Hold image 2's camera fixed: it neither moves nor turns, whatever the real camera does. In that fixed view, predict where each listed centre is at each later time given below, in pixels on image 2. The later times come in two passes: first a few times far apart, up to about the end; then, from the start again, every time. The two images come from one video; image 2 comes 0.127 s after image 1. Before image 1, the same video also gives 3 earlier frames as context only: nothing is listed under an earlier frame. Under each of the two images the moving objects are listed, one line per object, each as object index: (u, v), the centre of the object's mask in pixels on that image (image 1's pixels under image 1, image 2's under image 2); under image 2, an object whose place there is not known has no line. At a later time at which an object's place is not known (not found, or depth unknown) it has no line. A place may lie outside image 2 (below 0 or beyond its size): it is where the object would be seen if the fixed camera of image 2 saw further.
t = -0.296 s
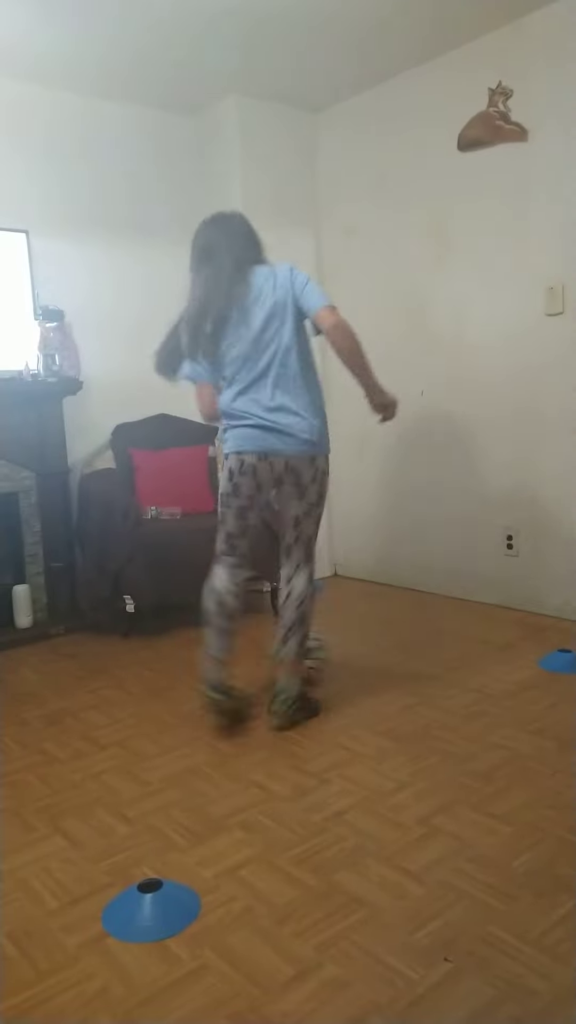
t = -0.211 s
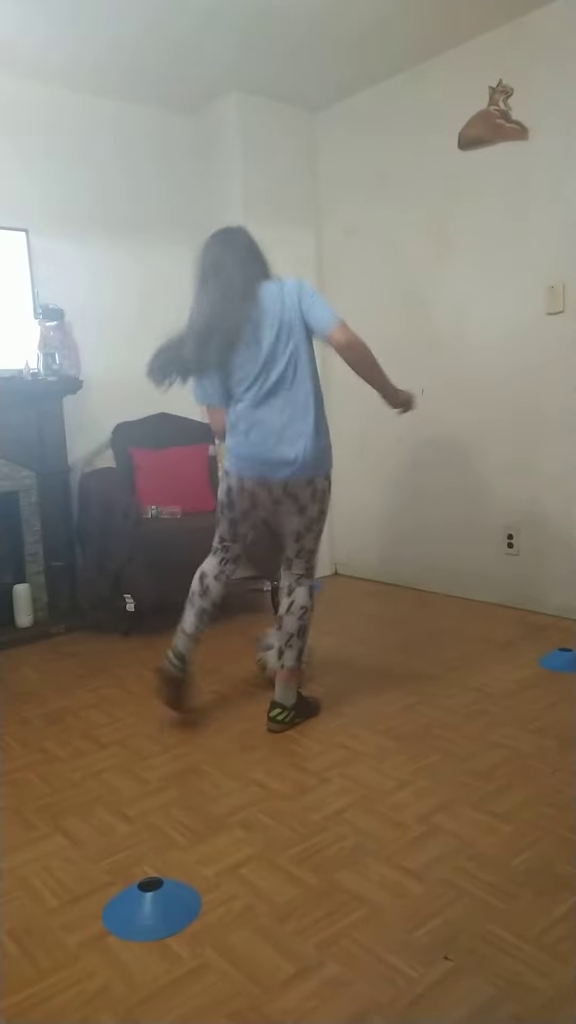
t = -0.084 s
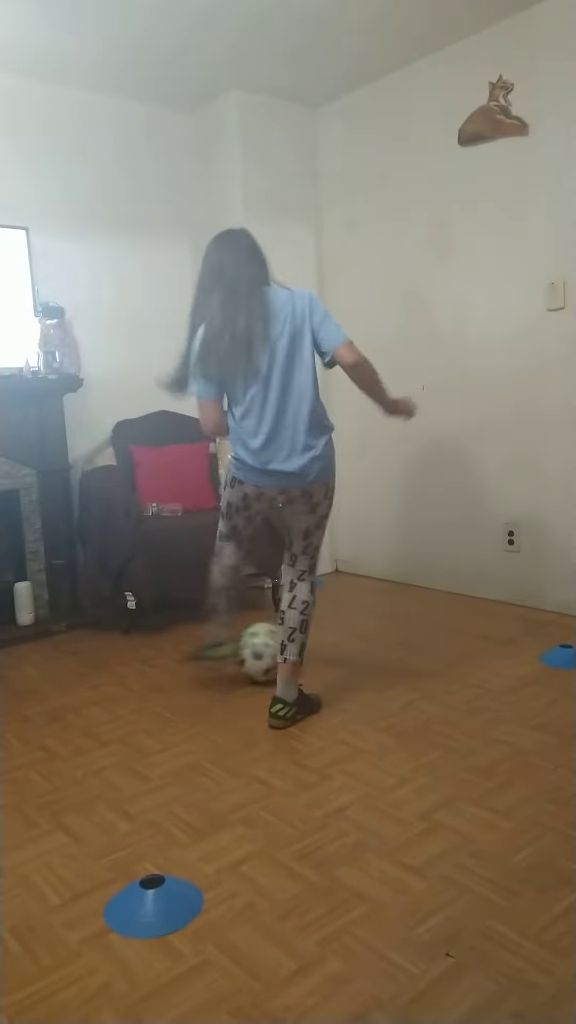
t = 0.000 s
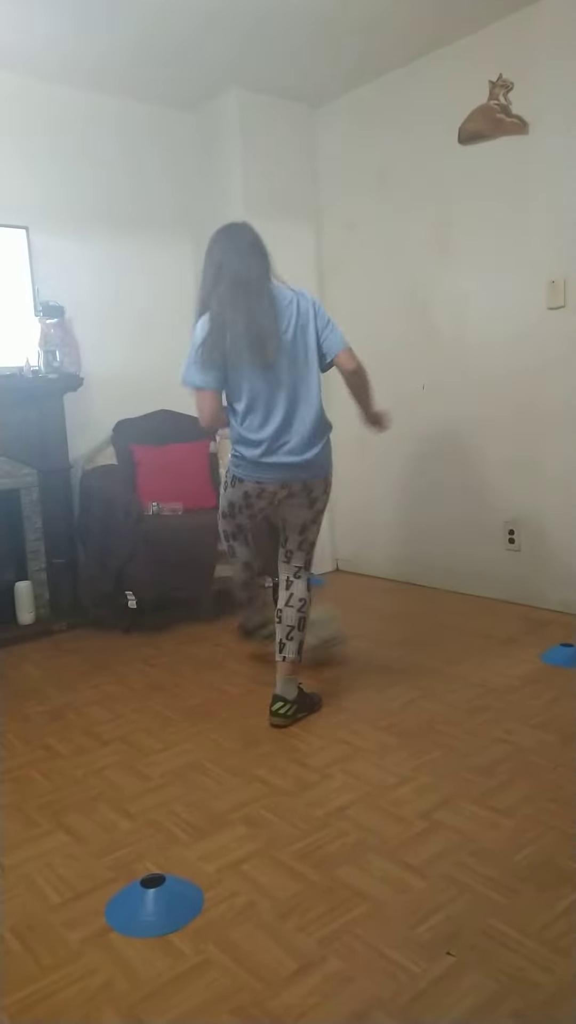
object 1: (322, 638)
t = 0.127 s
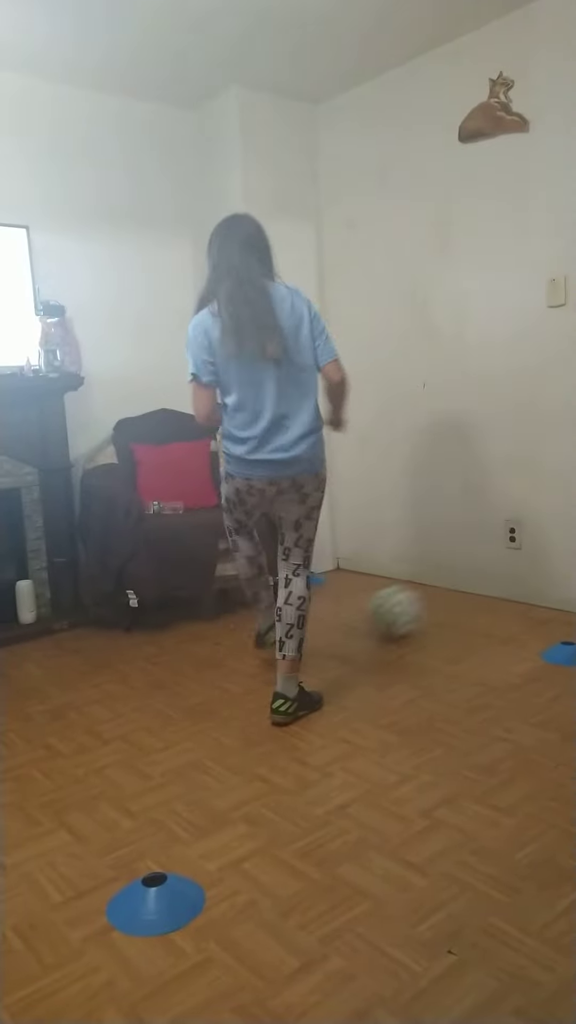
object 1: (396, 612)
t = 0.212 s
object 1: (434, 600)
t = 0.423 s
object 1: (491, 578)
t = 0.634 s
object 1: (436, 596)
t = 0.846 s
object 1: (407, 605)
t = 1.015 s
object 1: (386, 614)
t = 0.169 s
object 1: (417, 605)
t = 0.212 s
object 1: (434, 600)
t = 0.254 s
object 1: (453, 594)
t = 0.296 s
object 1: (468, 590)
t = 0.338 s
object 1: (486, 586)
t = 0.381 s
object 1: (498, 581)
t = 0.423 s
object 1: (491, 578)
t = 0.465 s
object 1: (477, 575)
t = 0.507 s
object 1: (467, 576)
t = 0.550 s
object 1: (456, 583)
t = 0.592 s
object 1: (444, 596)
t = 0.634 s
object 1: (436, 596)
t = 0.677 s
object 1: (431, 594)
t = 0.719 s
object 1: (425, 596)
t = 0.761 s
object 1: (419, 604)
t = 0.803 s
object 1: (413, 605)
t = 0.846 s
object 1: (407, 605)
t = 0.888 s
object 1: (402, 609)
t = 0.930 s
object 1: (397, 610)
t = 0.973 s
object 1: (391, 612)
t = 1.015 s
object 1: (386, 614)
